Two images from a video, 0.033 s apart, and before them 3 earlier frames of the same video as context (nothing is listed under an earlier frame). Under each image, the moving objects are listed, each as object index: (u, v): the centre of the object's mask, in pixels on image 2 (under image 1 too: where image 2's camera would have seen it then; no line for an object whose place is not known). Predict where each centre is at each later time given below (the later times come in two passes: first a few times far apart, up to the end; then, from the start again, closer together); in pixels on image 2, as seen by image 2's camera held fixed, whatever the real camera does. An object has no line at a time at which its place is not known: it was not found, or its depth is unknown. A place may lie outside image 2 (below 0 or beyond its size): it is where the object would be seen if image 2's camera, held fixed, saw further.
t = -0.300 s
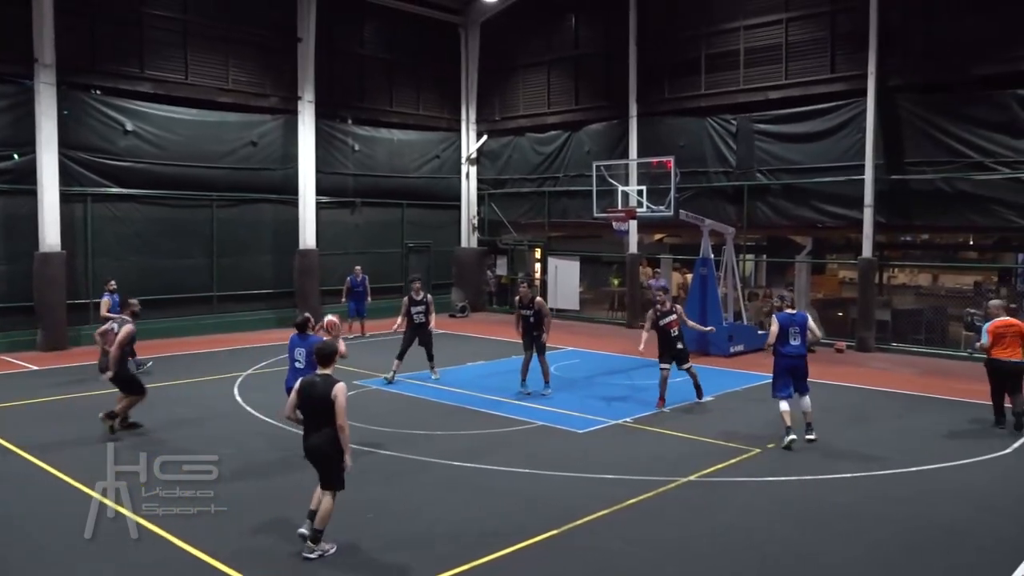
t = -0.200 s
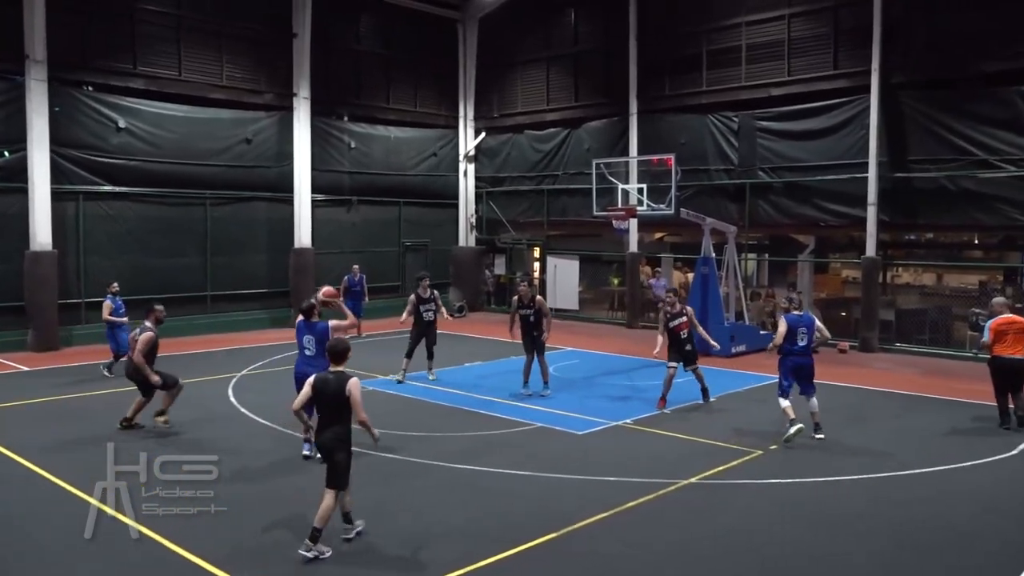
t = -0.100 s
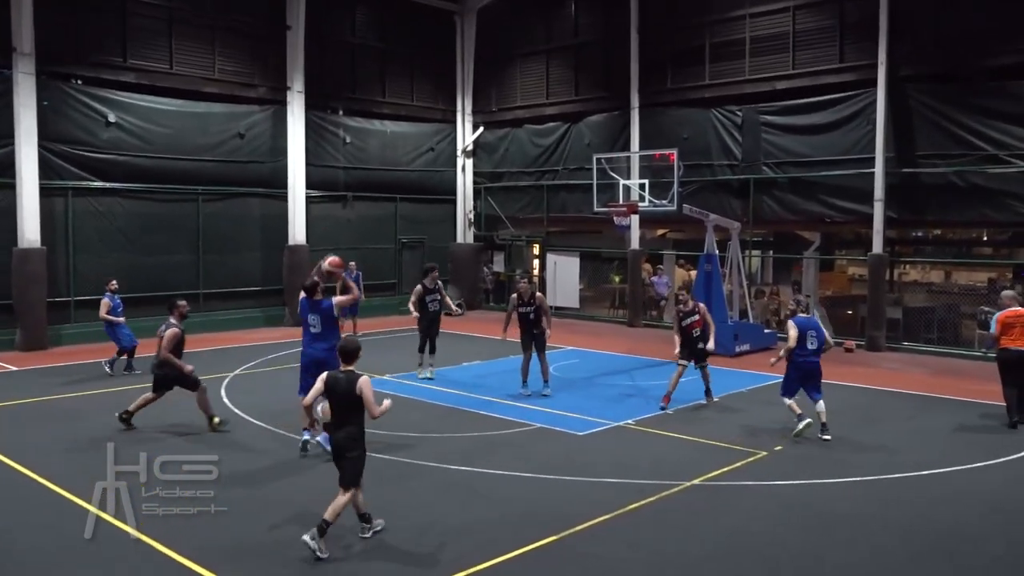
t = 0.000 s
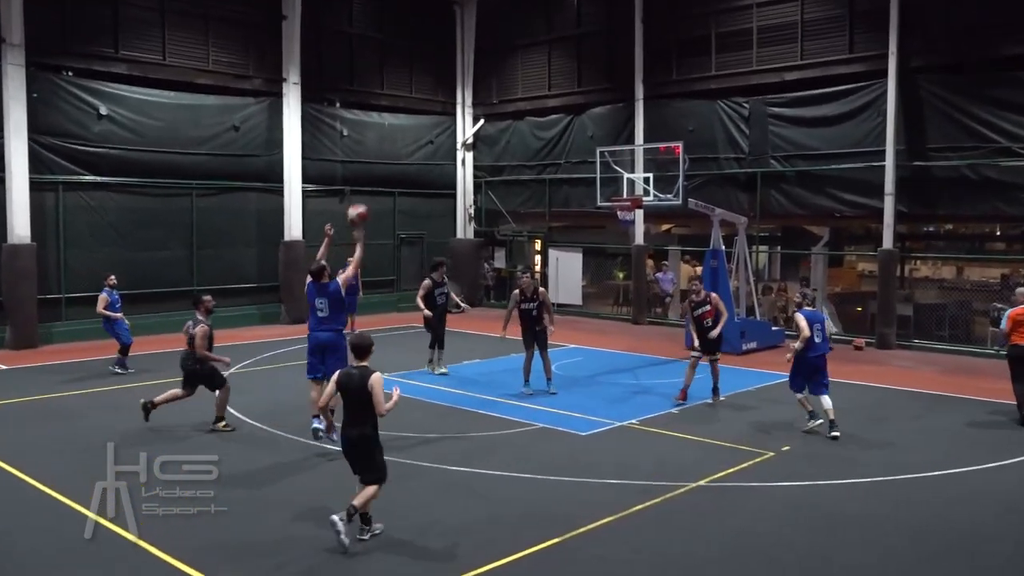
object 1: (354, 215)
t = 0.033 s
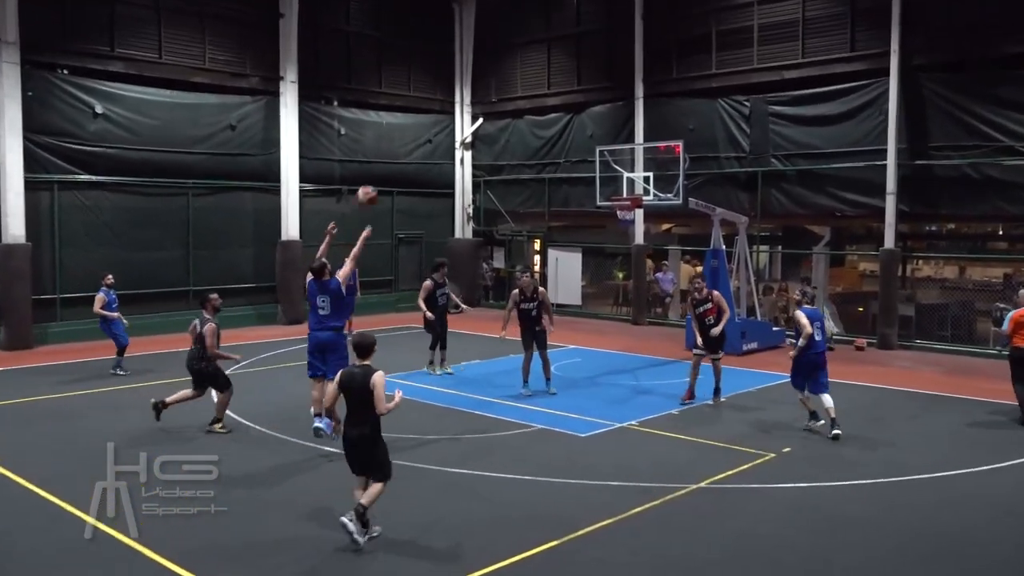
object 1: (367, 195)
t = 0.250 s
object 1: (432, 114)
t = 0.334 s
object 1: (453, 96)
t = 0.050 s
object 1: (371, 186)
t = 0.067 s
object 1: (377, 179)
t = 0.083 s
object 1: (382, 172)
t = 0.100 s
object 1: (387, 164)
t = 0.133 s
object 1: (398, 151)
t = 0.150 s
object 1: (403, 145)
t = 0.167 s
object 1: (408, 139)
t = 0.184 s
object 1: (413, 134)
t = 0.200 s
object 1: (418, 129)
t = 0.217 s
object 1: (424, 124)
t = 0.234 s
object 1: (428, 119)
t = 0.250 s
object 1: (432, 114)
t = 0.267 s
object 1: (437, 110)
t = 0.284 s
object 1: (441, 106)
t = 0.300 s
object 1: (444, 100)
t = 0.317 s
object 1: (449, 98)
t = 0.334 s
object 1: (453, 96)
